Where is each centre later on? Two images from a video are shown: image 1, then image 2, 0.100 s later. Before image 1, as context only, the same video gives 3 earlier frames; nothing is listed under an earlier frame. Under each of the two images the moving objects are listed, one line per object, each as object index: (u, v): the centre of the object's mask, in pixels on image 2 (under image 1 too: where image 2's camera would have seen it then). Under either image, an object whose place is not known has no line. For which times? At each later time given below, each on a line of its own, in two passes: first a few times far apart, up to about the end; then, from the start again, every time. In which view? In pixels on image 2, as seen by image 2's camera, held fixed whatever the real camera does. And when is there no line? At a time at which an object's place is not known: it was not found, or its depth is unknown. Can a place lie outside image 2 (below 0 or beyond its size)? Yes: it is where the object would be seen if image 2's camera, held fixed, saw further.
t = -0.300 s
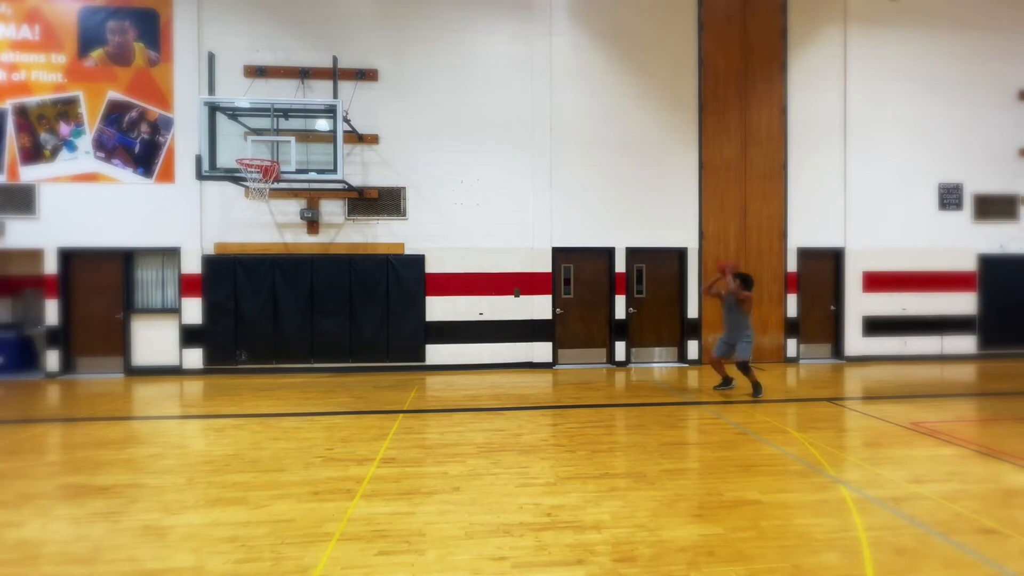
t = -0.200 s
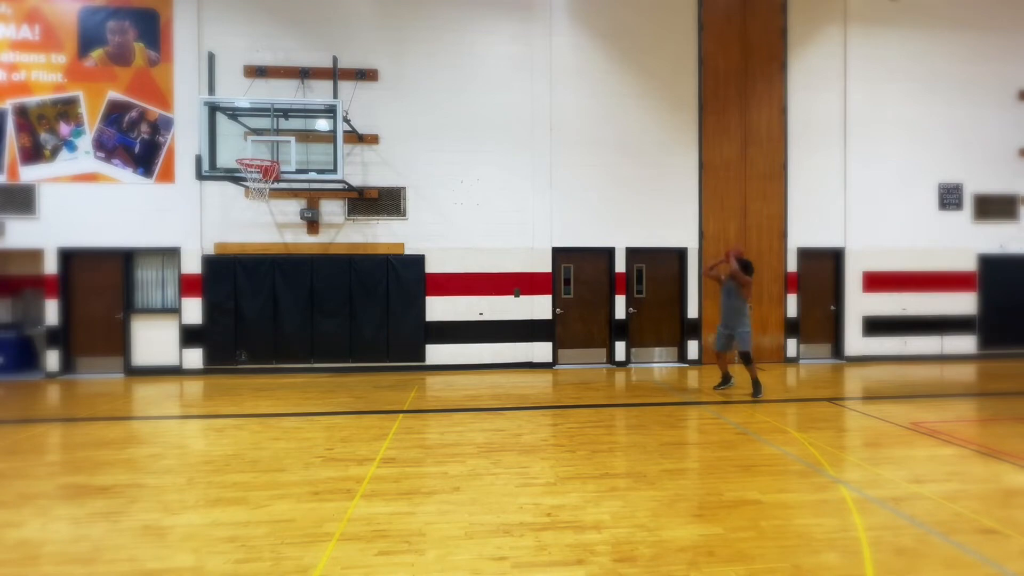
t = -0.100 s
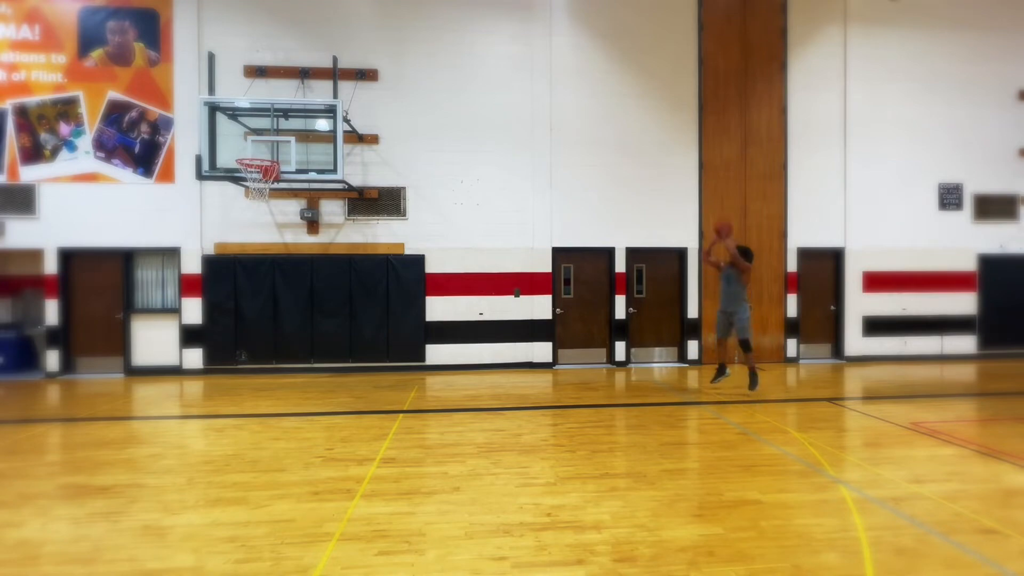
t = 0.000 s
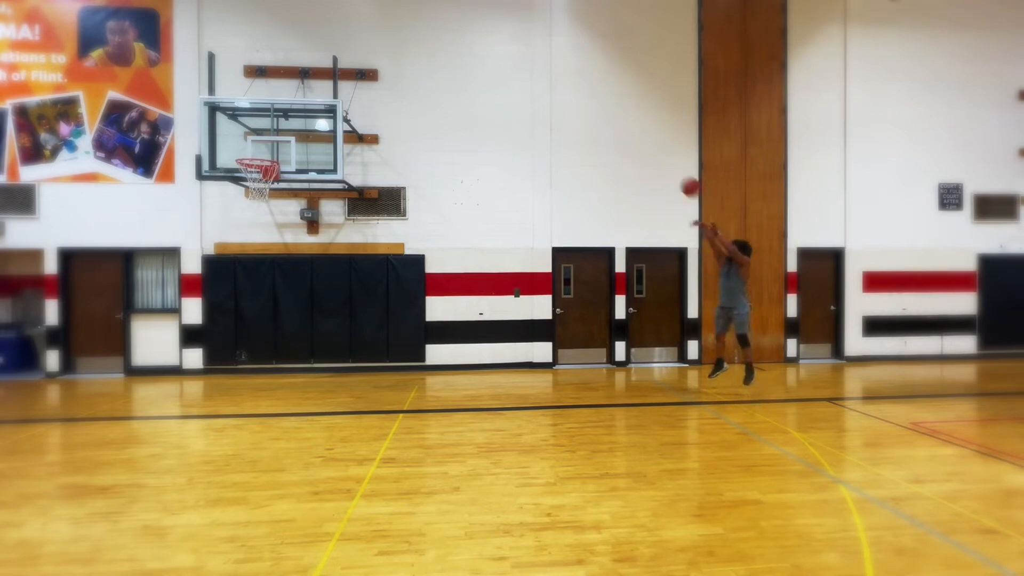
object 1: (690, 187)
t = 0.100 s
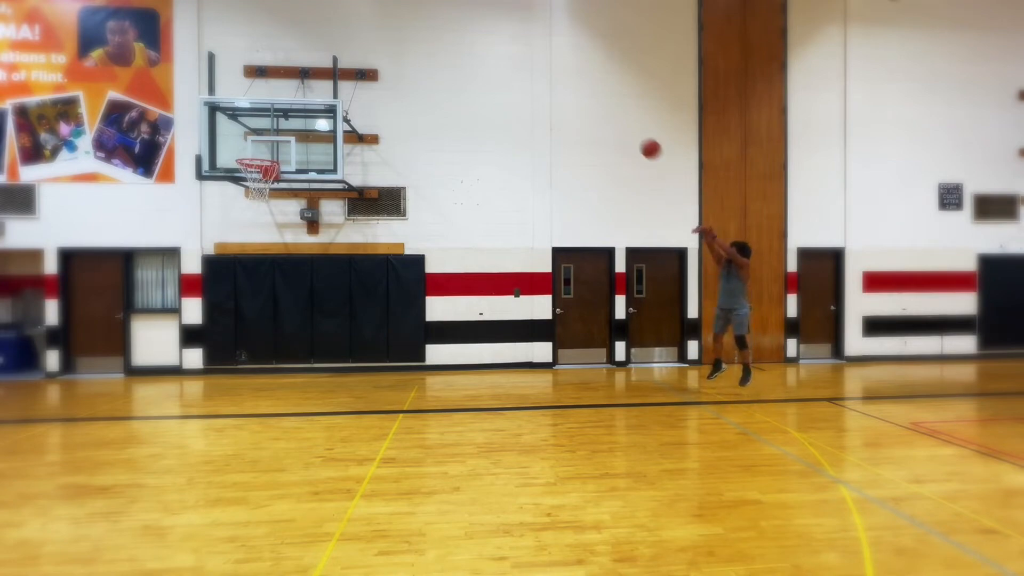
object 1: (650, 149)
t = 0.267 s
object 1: (582, 100)
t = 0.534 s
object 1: (471, 64)
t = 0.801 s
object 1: (359, 83)
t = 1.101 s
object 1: (252, 163)
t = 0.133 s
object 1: (637, 137)
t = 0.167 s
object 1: (623, 127)
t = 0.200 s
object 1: (609, 117)
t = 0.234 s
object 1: (596, 108)
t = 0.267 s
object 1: (582, 100)
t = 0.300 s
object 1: (568, 92)
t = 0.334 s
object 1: (555, 86)
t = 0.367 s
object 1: (541, 80)
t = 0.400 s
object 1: (527, 75)
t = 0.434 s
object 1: (513, 71)
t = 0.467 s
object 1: (500, 68)
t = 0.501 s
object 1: (485, 65)
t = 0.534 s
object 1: (471, 64)
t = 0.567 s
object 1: (458, 63)
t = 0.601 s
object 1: (444, 63)
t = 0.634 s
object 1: (430, 64)
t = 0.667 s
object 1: (416, 66)
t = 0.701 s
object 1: (402, 69)
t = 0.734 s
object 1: (388, 72)
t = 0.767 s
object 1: (374, 77)
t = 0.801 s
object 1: (359, 83)
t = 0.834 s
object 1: (346, 89)
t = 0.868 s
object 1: (331, 96)
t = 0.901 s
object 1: (317, 103)
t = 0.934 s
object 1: (303, 113)
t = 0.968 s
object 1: (289, 122)
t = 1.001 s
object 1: (274, 134)
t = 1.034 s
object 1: (260, 145)
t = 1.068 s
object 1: (246, 157)
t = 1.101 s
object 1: (252, 163)
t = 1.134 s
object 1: (263, 169)
